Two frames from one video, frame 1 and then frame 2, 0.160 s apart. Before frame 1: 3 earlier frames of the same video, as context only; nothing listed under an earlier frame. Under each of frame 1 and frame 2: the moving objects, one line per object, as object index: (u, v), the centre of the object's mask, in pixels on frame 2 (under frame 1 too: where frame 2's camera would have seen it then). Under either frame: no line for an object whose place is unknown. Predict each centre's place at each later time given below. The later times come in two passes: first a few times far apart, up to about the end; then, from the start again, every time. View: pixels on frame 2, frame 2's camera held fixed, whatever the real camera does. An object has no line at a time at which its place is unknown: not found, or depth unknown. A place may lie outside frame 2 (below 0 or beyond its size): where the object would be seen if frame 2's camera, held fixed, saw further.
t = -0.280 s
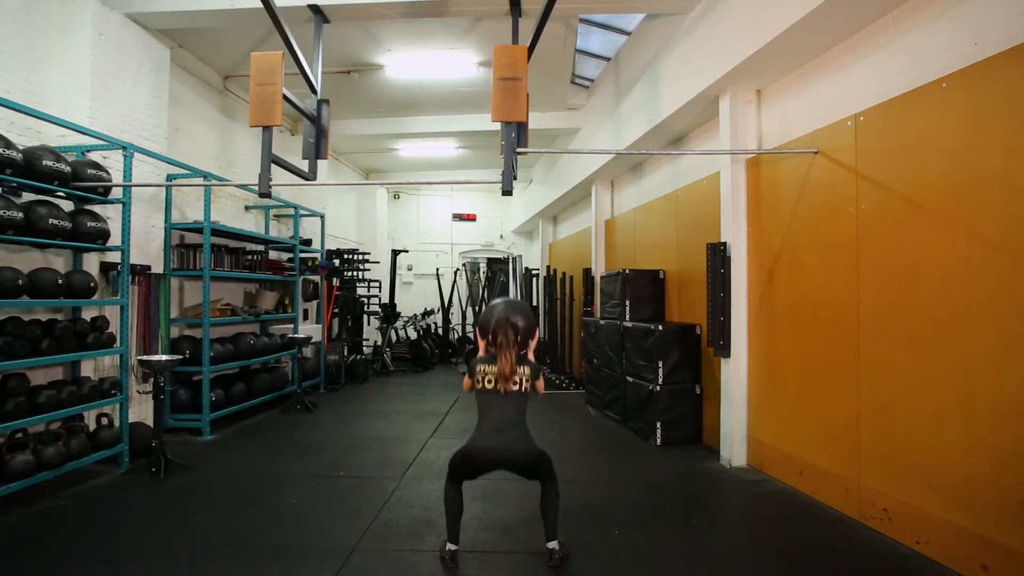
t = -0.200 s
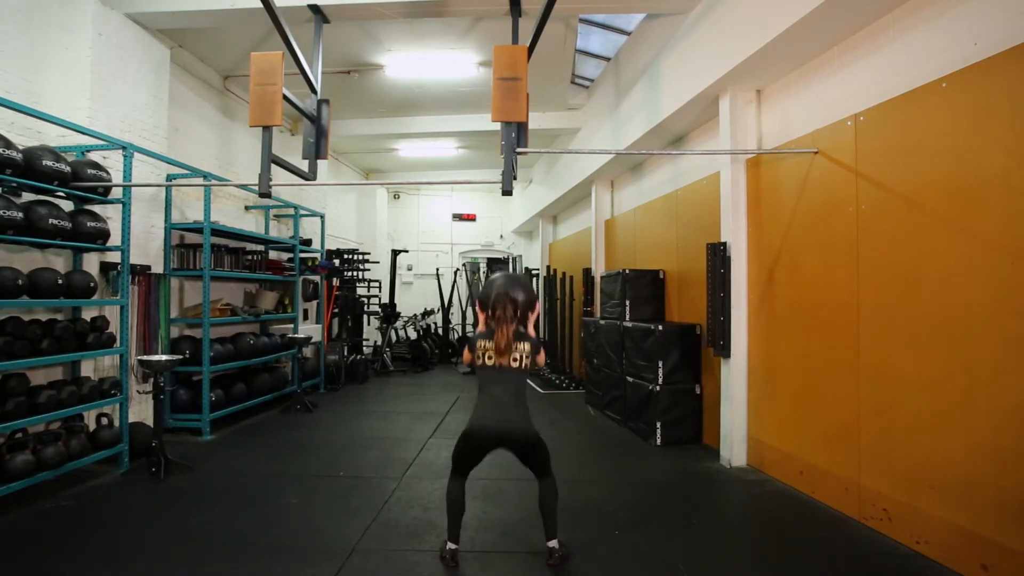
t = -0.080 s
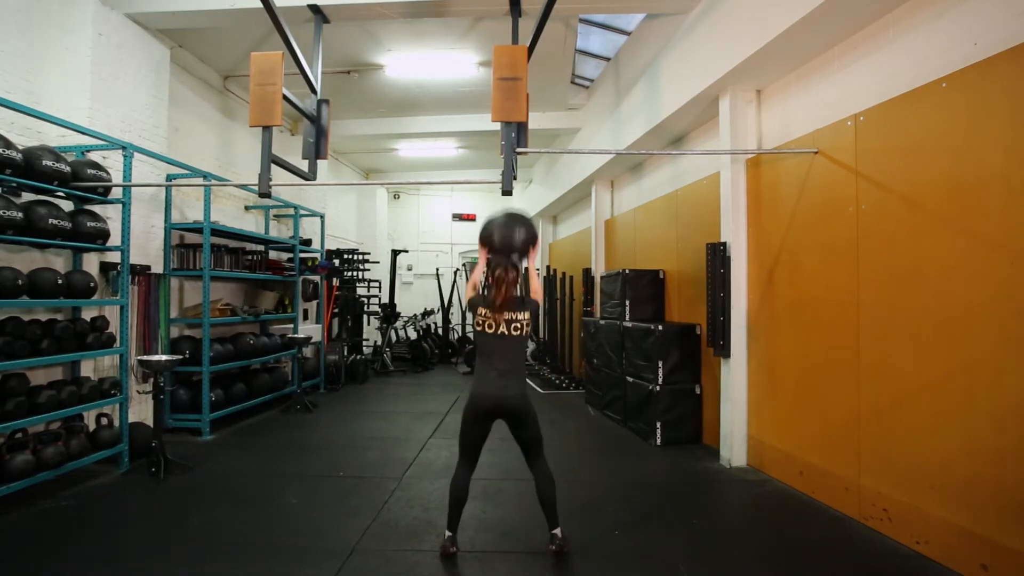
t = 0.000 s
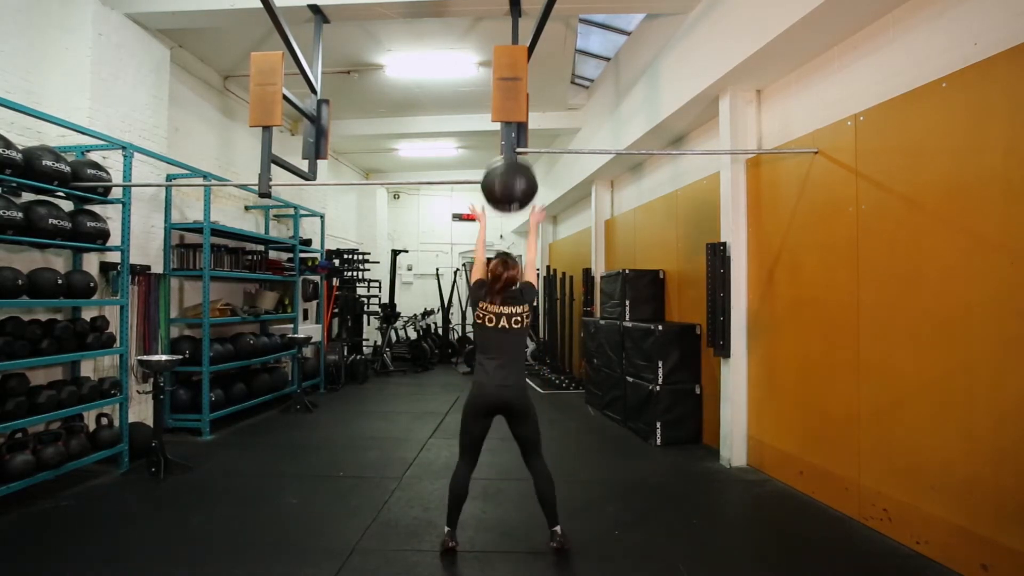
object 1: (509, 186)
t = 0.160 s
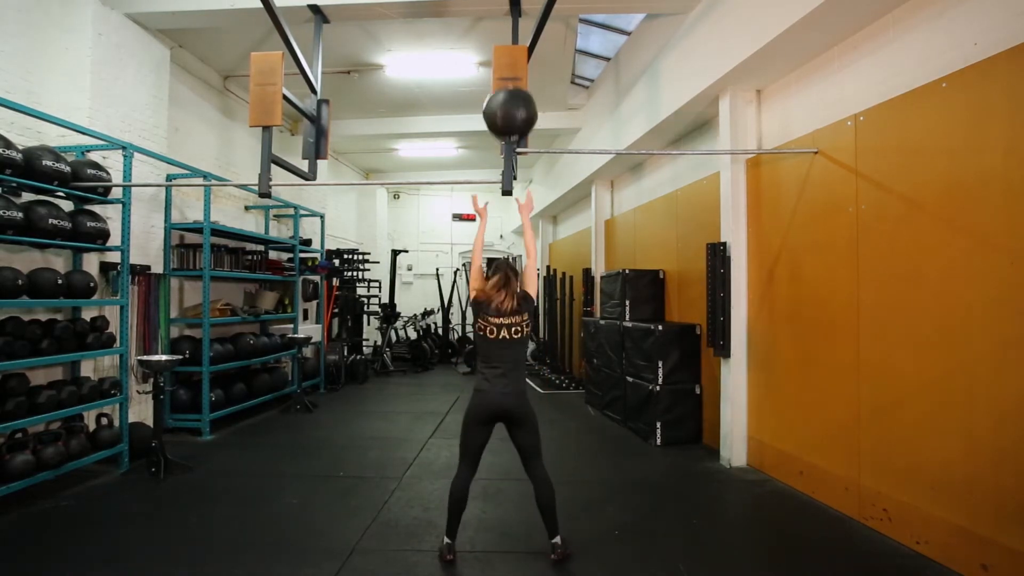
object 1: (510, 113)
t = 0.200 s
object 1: (510, 101)
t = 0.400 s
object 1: (511, 80)
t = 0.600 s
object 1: (509, 100)
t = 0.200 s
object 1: (510, 101)
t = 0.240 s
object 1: (511, 93)
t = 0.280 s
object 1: (511, 86)
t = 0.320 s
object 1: (511, 82)
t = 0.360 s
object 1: (511, 80)
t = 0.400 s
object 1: (511, 80)
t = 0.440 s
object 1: (511, 80)
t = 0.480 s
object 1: (511, 82)
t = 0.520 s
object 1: (510, 85)
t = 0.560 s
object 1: (510, 92)
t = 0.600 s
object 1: (509, 100)
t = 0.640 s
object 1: (509, 111)
